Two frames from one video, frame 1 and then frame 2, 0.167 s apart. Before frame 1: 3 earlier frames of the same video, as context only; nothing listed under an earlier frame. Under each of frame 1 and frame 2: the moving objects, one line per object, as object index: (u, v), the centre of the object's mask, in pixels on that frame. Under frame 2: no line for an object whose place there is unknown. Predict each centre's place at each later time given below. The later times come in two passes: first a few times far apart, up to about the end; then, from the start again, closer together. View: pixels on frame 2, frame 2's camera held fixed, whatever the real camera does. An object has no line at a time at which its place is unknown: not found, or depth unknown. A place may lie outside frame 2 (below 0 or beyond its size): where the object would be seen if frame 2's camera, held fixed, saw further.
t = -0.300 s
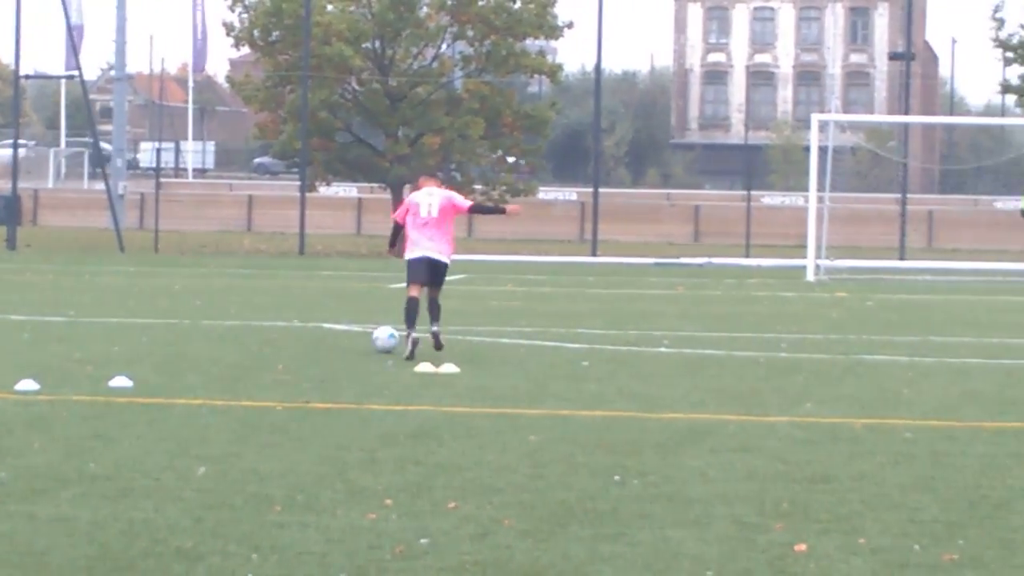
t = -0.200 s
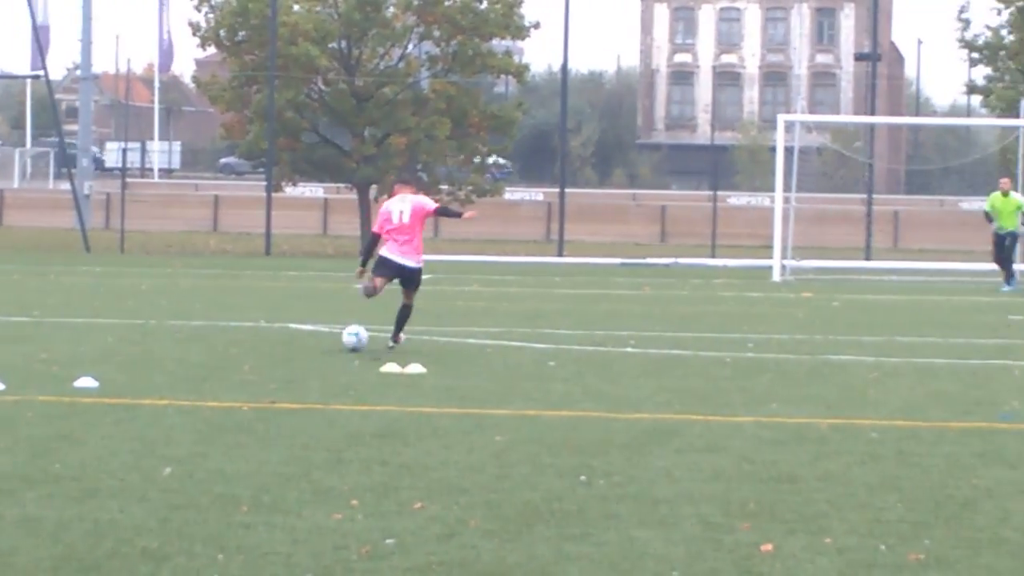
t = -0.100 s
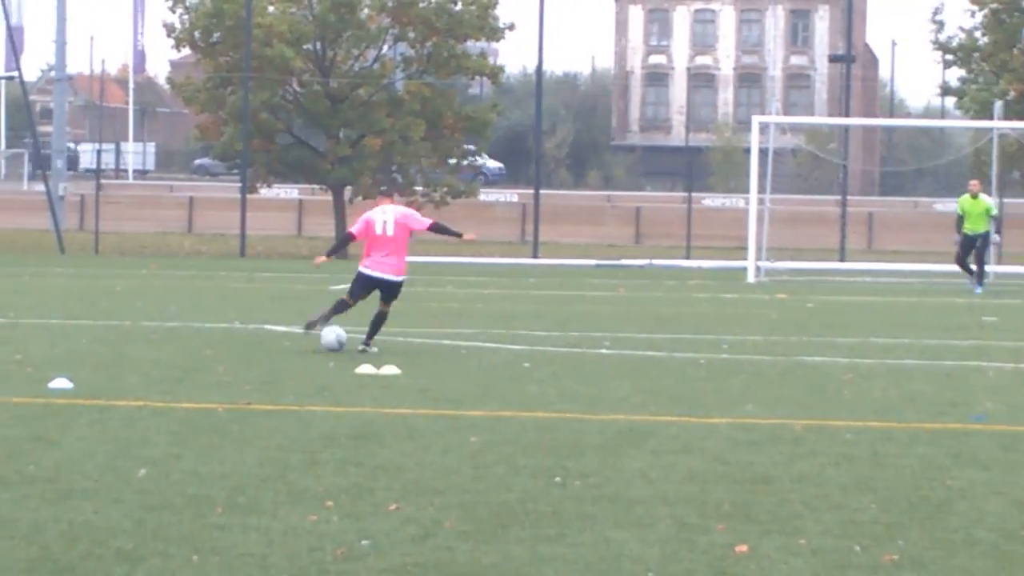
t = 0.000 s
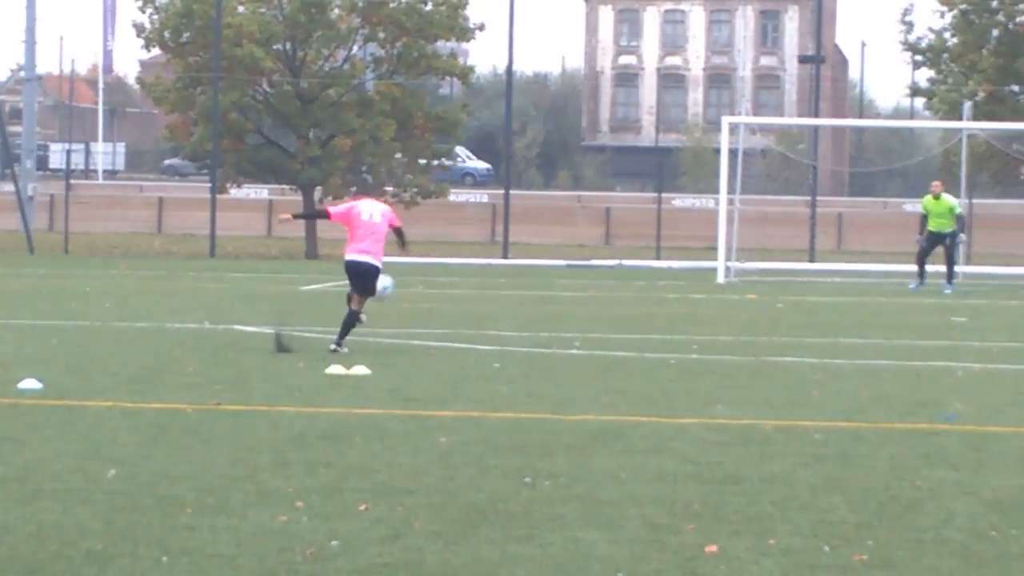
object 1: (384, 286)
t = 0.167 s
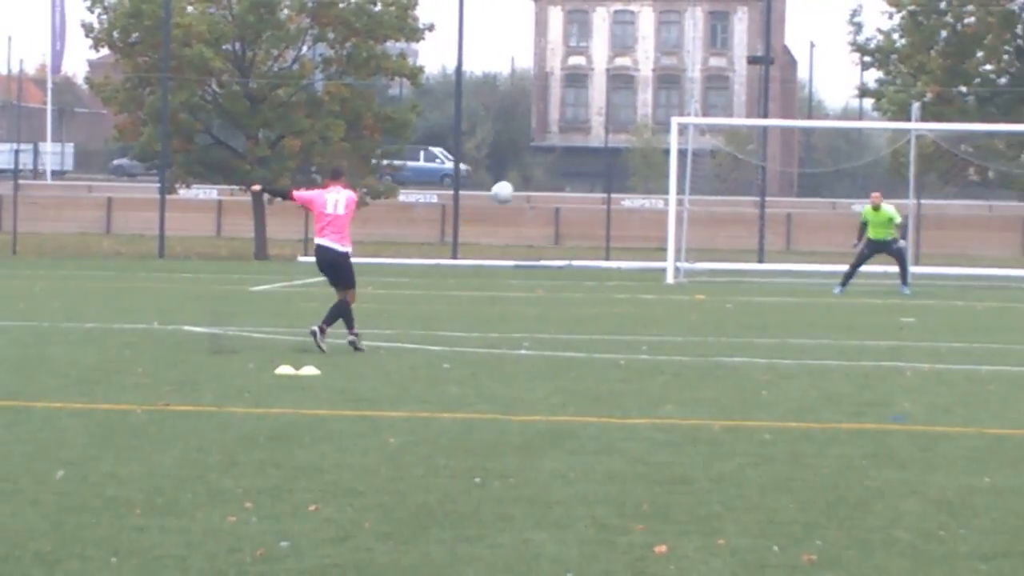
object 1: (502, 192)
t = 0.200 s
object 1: (532, 178)
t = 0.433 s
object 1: (710, 132)
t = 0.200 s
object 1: (532, 178)
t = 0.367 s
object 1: (662, 140)
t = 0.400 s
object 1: (687, 135)
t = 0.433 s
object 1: (710, 132)
